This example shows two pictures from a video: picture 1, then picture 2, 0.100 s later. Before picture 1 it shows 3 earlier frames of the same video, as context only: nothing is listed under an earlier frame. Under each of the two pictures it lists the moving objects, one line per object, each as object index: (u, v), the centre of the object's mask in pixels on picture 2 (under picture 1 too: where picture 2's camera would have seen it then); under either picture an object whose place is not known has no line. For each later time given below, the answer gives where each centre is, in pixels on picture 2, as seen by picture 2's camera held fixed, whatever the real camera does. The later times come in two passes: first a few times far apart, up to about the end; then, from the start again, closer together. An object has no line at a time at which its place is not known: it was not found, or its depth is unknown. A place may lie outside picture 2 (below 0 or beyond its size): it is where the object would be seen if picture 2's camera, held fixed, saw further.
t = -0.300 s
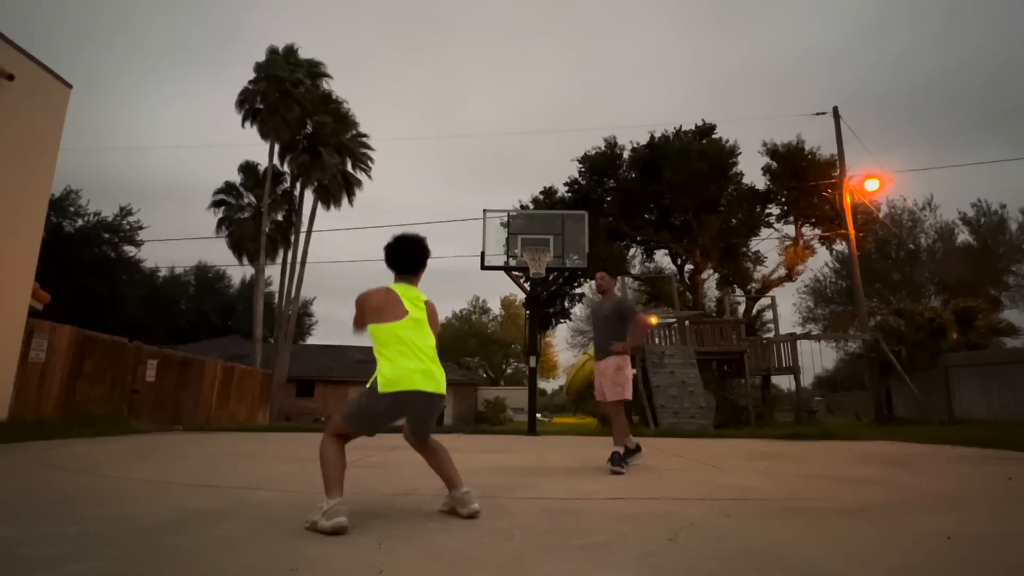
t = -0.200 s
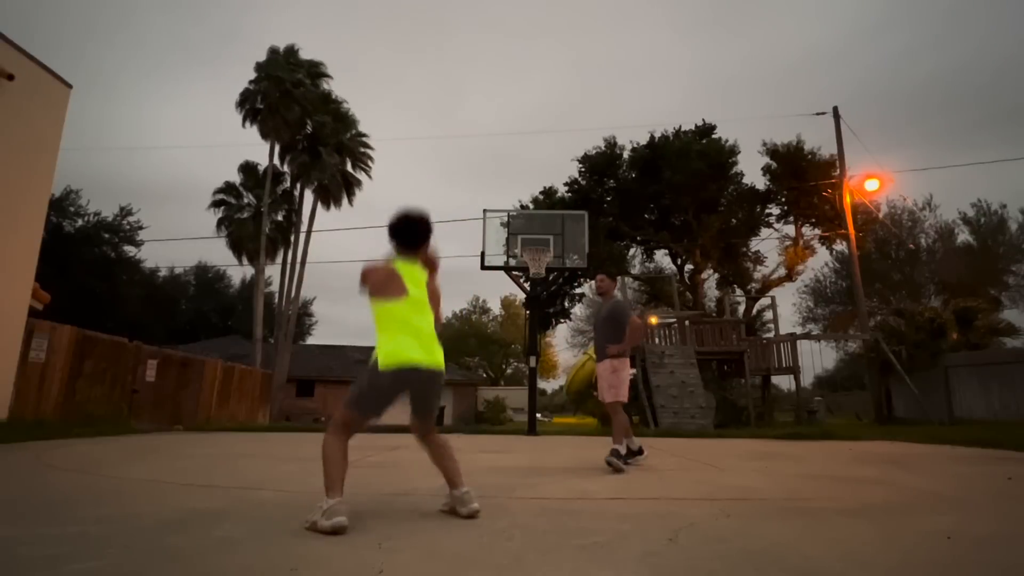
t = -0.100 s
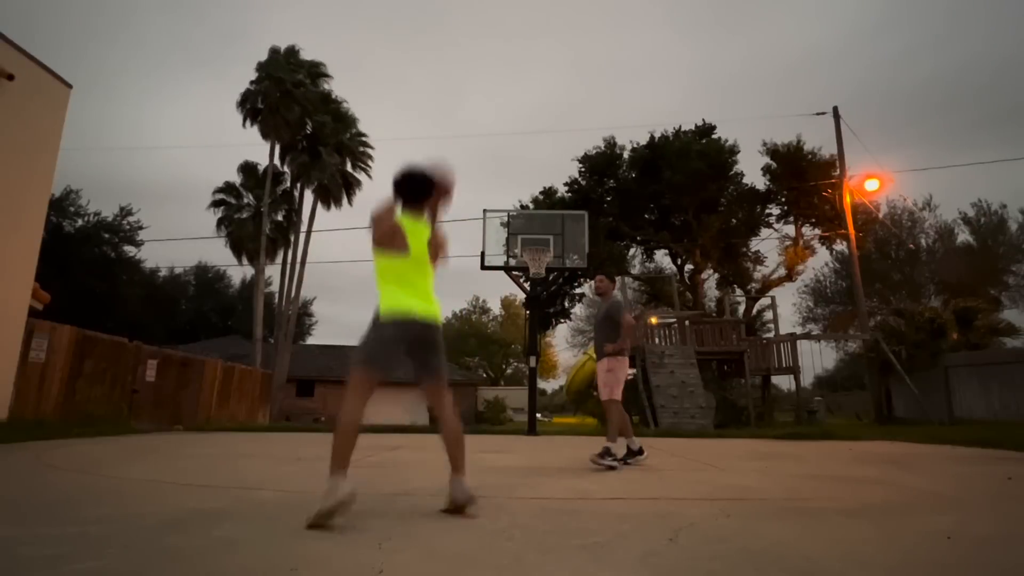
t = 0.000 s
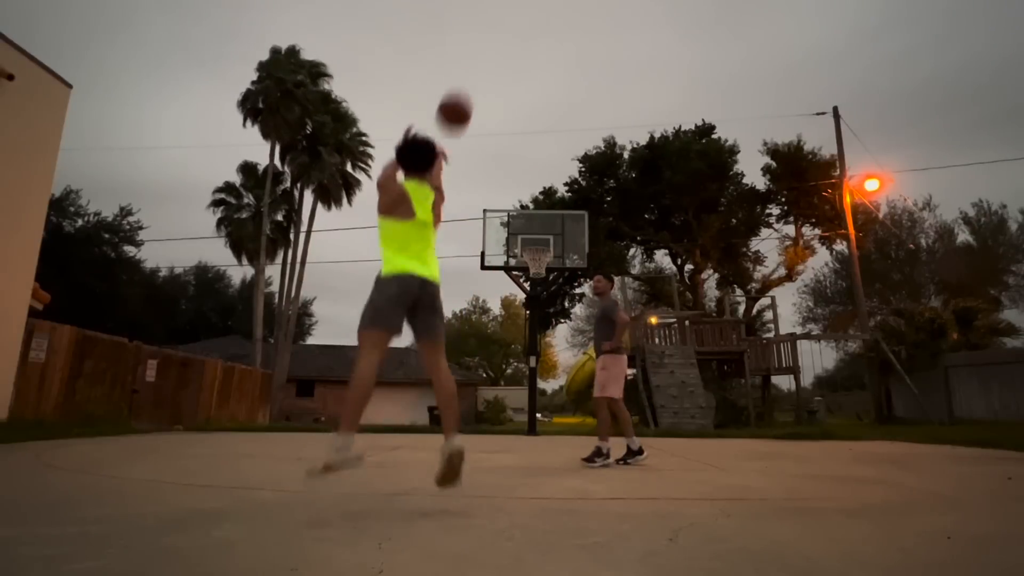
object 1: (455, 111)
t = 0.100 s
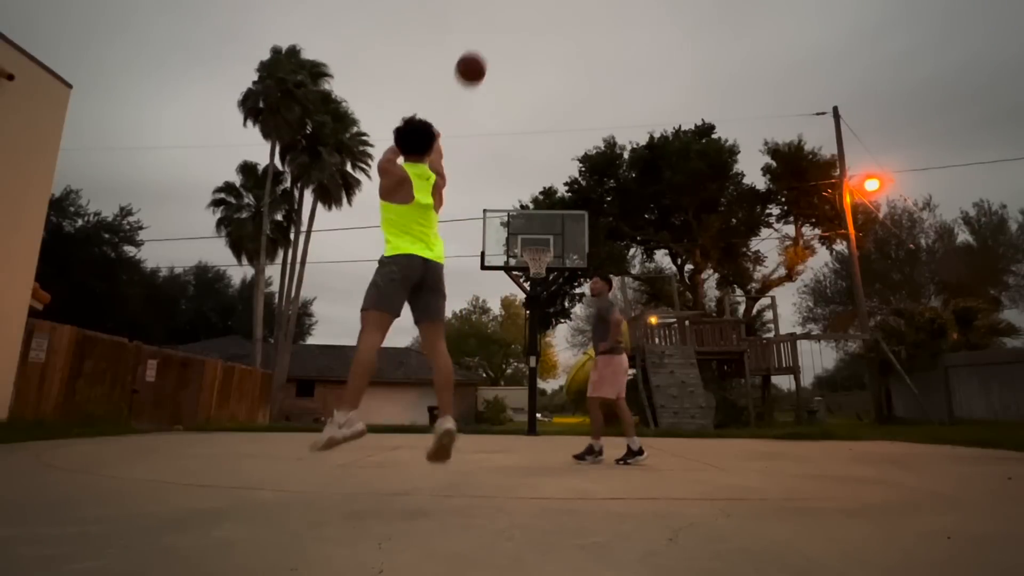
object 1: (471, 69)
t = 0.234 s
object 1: (487, 41)
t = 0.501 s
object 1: (509, 45)
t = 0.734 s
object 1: (522, 86)
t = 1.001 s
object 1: (532, 161)
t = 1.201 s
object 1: (540, 238)
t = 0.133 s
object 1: (475, 59)
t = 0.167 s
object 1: (479, 51)
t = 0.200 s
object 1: (483, 45)
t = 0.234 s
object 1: (487, 41)
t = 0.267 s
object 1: (490, 38)
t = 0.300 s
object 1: (493, 36)
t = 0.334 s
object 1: (496, 35)
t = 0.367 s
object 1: (499, 35)
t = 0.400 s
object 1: (502, 36)
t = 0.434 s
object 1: (505, 38)
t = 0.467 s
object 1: (507, 41)
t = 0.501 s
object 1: (509, 45)
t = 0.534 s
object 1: (511, 49)
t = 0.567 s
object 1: (513, 54)
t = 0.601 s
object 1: (515, 59)
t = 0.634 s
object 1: (517, 65)
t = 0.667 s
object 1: (519, 71)
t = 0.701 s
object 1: (520, 79)
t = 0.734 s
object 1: (522, 86)
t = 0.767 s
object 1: (523, 94)
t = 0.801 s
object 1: (525, 102)
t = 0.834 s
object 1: (526, 111)
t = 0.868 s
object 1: (527, 120)
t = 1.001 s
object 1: (532, 161)
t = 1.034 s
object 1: (533, 172)
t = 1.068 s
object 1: (535, 183)
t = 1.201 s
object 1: (540, 238)
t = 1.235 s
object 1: (540, 242)
